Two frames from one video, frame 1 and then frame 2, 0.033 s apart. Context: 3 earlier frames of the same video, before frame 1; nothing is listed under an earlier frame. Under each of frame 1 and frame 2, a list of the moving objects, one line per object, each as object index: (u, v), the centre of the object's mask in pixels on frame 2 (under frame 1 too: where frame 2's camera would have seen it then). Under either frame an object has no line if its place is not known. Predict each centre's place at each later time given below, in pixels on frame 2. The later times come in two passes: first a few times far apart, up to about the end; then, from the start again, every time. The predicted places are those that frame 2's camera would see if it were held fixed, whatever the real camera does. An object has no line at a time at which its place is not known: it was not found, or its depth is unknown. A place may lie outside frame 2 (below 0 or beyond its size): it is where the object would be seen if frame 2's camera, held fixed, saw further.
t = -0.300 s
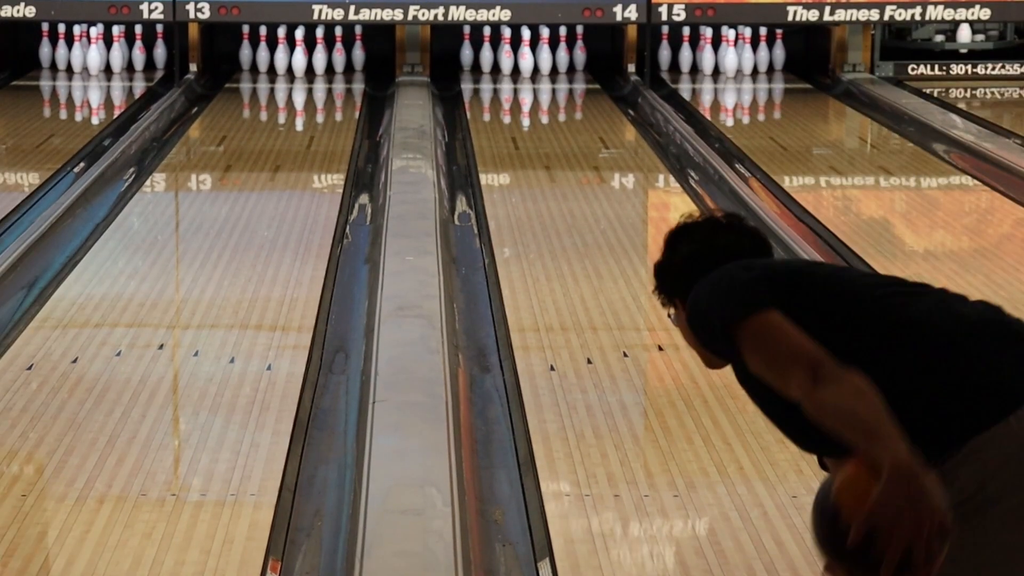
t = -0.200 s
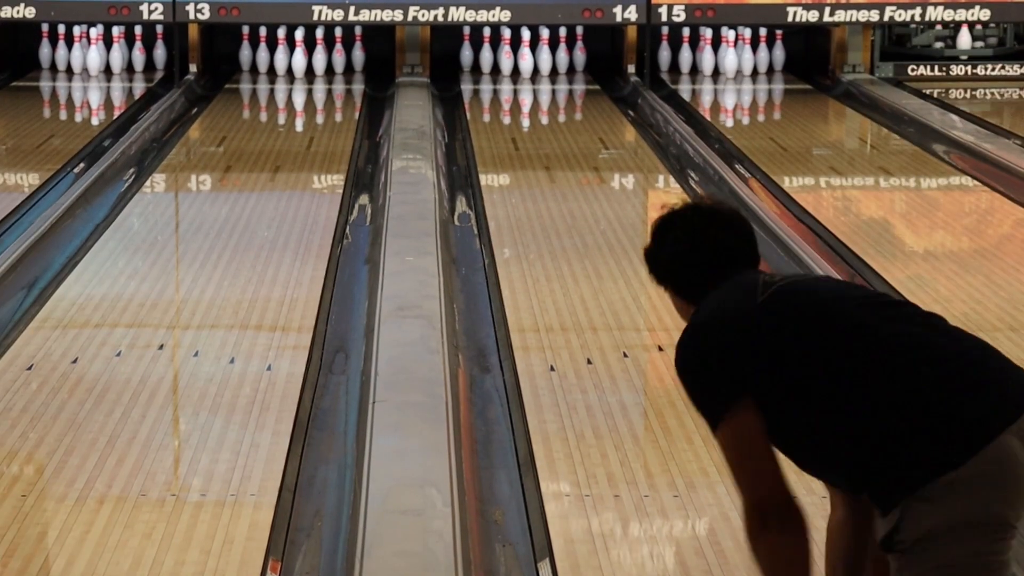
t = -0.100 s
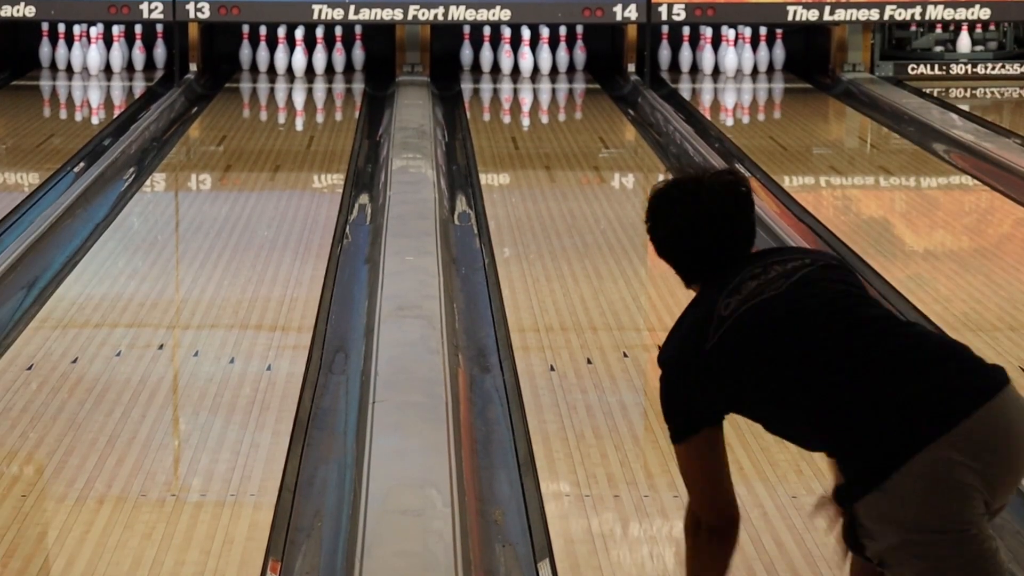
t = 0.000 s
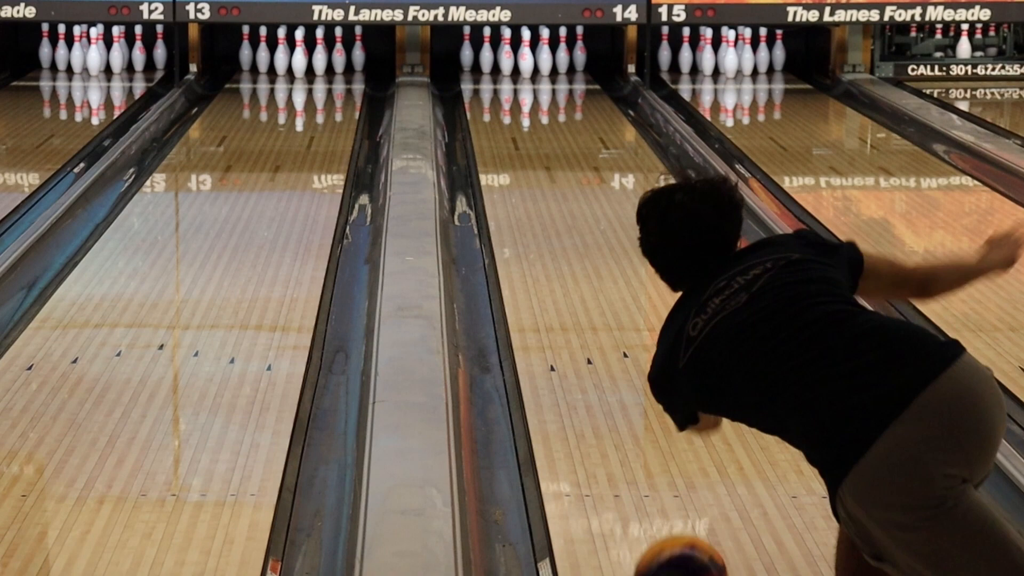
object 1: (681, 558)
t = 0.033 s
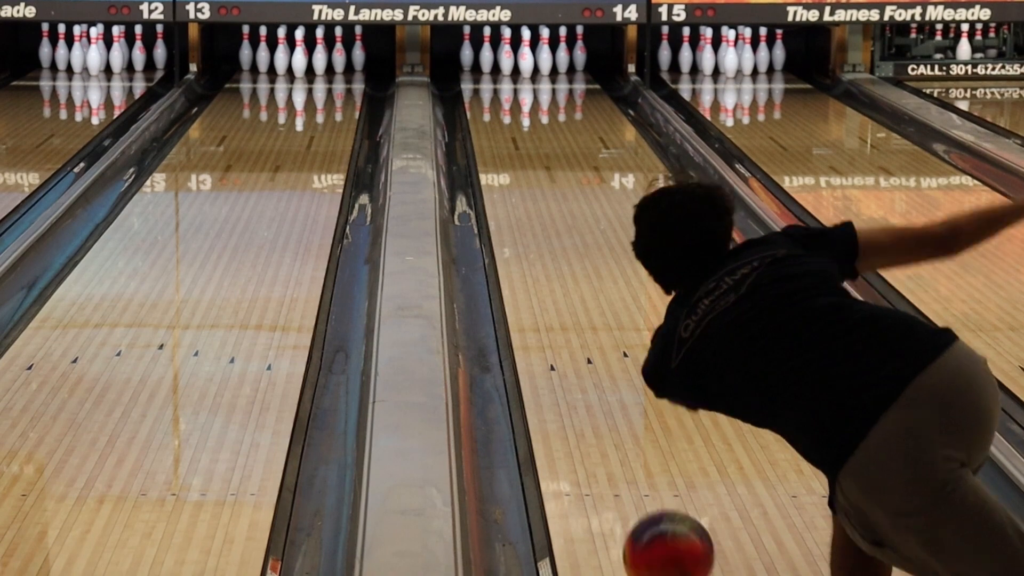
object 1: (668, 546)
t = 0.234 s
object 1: (610, 431)
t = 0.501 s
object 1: (561, 322)
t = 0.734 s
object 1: (533, 255)
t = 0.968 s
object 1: (514, 207)
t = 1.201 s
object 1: (502, 168)
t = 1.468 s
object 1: (494, 133)
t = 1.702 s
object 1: (492, 110)
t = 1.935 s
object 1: (497, 91)
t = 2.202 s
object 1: (511, 73)
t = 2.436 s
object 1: (524, 61)
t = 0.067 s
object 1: (657, 531)
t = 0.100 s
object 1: (646, 509)
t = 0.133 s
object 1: (636, 488)
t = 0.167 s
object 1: (627, 467)
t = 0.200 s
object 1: (618, 448)
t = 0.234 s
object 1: (610, 431)
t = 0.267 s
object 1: (602, 415)
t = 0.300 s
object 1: (595, 399)
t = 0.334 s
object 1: (589, 384)
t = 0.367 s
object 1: (582, 371)
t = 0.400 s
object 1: (577, 357)
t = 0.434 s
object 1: (571, 345)
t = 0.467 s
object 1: (566, 333)
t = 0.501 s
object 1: (561, 322)
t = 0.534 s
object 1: (556, 311)
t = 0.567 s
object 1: (552, 301)
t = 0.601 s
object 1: (547, 291)
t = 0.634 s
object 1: (543, 282)
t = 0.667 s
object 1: (540, 273)
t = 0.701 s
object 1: (536, 264)
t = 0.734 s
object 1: (533, 255)
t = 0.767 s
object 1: (530, 247)
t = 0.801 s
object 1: (527, 240)
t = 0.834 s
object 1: (524, 232)
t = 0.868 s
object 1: (521, 226)
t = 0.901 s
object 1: (519, 219)
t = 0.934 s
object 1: (516, 213)
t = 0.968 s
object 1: (514, 207)
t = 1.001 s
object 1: (512, 200)
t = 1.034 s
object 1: (510, 194)
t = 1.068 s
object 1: (508, 189)
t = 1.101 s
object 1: (507, 183)
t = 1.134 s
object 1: (505, 178)
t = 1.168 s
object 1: (503, 173)
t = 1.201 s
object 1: (502, 168)
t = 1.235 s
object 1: (501, 163)
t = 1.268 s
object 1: (500, 158)
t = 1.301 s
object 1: (499, 153)
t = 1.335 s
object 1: (498, 149)
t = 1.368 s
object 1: (496, 145)
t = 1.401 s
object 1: (496, 141)
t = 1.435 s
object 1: (495, 138)
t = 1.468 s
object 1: (494, 133)
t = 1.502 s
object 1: (493, 130)
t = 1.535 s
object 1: (493, 125)
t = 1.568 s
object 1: (493, 123)
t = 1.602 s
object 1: (492, 119)
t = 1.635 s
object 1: (492, 116)
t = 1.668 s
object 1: (492, 113)
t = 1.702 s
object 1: (492, 110)
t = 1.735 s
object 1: (493, 107)
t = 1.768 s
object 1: (493, 104)
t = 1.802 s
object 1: (493, 101)
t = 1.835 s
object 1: (494, 98)
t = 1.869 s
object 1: (495, 96)
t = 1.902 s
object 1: (495, 93)
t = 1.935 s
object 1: (497, 91)
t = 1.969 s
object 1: (499, 88)
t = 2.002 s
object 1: (500, 86)
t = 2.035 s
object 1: (501, 84)
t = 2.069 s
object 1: (503, 81)
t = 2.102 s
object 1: (505, 79)
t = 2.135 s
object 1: (507, 77)
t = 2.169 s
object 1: (509, 75)
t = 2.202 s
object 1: (511, 73)
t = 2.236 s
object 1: (514, 71)
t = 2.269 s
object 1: (516, 69)
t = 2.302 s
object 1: (518, 67)
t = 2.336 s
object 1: (520, 65)
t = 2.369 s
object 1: (519, 63)
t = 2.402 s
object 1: (521, 63)
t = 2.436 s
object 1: (524, 61)
